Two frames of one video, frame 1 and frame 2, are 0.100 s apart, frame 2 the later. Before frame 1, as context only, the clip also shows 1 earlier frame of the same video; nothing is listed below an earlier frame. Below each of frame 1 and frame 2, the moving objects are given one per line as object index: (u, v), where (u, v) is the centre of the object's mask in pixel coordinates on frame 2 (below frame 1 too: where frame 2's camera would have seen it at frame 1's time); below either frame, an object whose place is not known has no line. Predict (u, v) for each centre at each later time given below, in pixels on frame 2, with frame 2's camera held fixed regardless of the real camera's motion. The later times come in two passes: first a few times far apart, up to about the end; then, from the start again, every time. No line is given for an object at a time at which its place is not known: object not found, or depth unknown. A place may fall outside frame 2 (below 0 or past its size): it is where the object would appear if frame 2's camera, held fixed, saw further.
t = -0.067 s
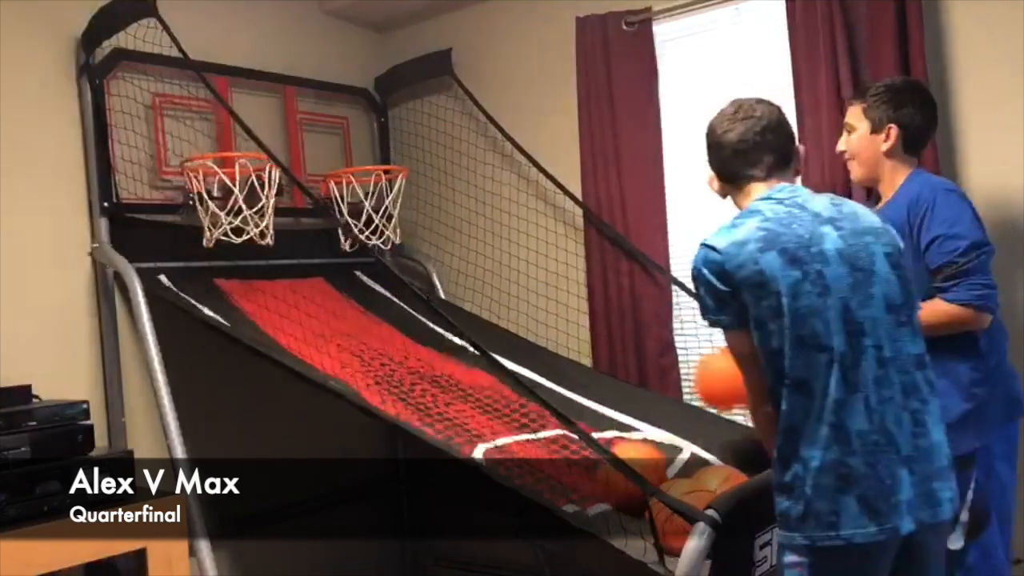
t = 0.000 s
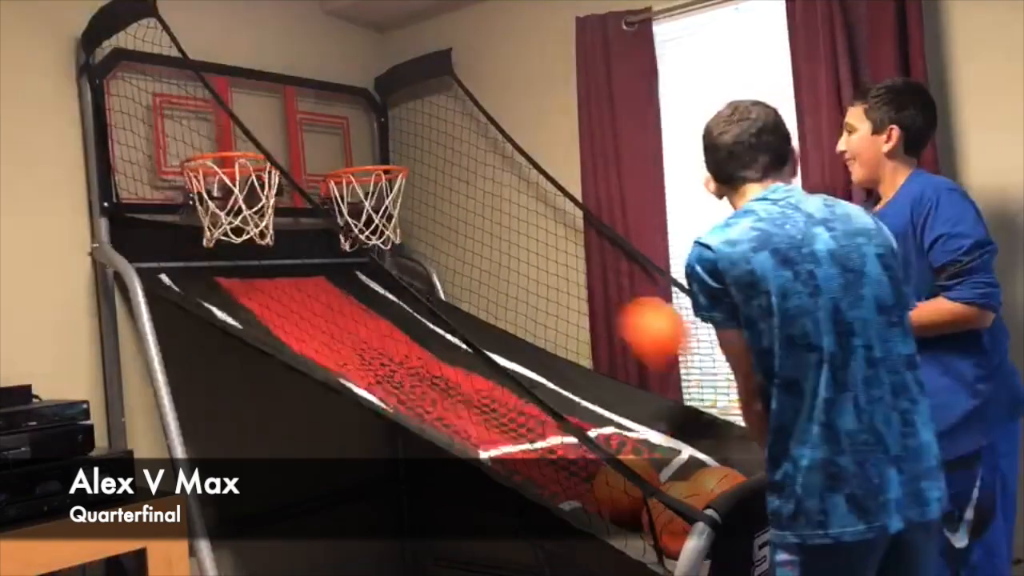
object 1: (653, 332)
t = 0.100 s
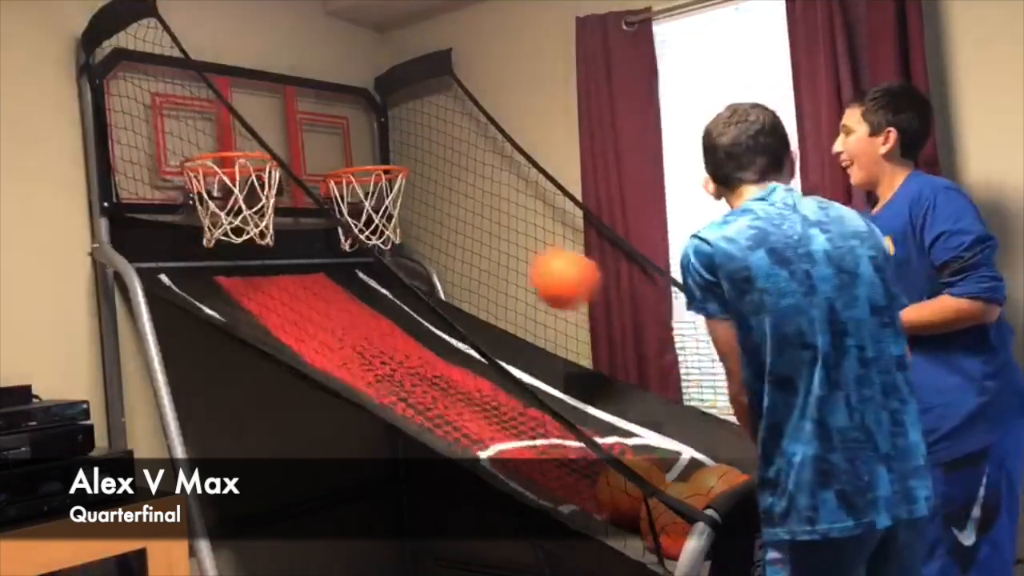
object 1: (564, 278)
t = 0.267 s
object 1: (430, 266)
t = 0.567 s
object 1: (278, 293)
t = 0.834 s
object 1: (231, 268)
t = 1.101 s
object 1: (223, 282)
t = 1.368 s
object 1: (263, 324)
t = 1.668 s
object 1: (394, 396)
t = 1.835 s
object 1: (507, 456)
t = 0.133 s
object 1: (532, 267)
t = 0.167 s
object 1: (505, 262)
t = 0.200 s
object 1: (479, 260)
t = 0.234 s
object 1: (453, 263)
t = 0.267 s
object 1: (430, 266)
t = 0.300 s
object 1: (406, 275)
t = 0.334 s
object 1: (384, 286)
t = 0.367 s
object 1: (362, 299)
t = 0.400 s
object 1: (342, 314)
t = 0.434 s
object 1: (322, 321)
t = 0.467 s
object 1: (308, 315)
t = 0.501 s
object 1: (297, 309)
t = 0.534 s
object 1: (287, 301)
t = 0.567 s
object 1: (278, 293)
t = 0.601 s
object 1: (269, 287)
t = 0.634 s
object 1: (262, 282)
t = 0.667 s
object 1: (255, 278)
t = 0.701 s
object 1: (249, 275)
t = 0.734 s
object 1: (244, 271)
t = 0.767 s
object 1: (238, 269)
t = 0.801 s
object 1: (234, 268)
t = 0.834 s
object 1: (231, 268)
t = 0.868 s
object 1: (227, 267)
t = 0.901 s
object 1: (224, 268)
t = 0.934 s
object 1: (222, 269)
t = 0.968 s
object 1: (221, 270)
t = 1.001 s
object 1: (220, 272)
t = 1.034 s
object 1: (221, 275)
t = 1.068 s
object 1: (221, 278)
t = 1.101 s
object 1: (223, 282)
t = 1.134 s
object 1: (225, 286)
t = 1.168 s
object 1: (227, 291)
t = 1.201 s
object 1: (230, 295)
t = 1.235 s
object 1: (235, 301)
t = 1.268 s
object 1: (240, 307)
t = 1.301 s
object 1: (247, 313)
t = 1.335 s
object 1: (254, 319)
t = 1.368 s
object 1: (263, 324)
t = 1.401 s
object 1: (271, 330)
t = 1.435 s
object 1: (284, 337)
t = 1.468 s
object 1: (296, 344)
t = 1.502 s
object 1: (309, 351)
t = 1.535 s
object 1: (325, 359)
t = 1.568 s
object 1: (338, 366)
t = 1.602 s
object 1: (356, 376)
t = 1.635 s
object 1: (376, 387)
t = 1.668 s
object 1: (394, 396)
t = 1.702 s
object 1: (416, 408)
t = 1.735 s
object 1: (438, 420)
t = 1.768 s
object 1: (461, 431)
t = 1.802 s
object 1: (480, 439)
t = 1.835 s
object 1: (507, 456)
